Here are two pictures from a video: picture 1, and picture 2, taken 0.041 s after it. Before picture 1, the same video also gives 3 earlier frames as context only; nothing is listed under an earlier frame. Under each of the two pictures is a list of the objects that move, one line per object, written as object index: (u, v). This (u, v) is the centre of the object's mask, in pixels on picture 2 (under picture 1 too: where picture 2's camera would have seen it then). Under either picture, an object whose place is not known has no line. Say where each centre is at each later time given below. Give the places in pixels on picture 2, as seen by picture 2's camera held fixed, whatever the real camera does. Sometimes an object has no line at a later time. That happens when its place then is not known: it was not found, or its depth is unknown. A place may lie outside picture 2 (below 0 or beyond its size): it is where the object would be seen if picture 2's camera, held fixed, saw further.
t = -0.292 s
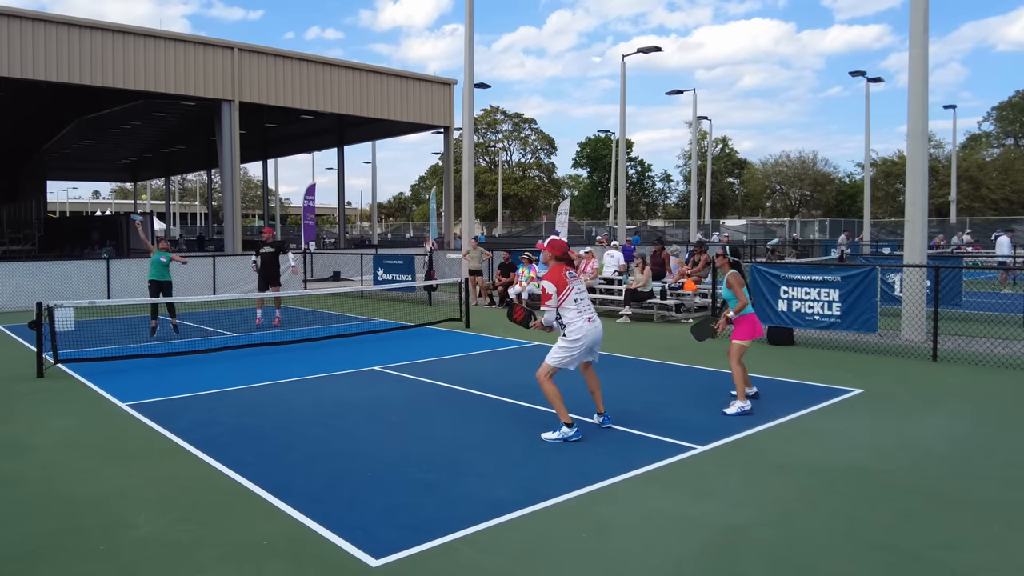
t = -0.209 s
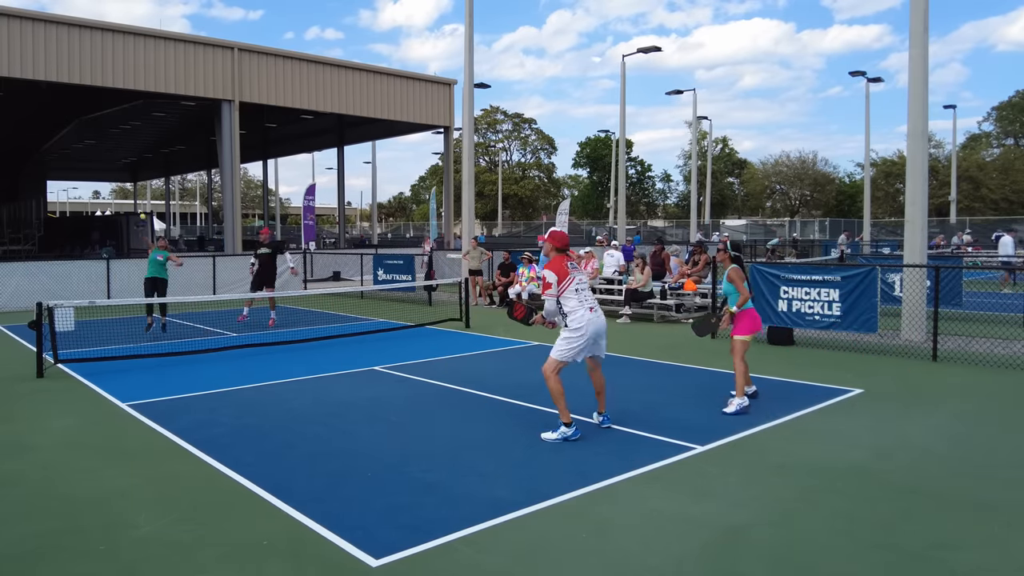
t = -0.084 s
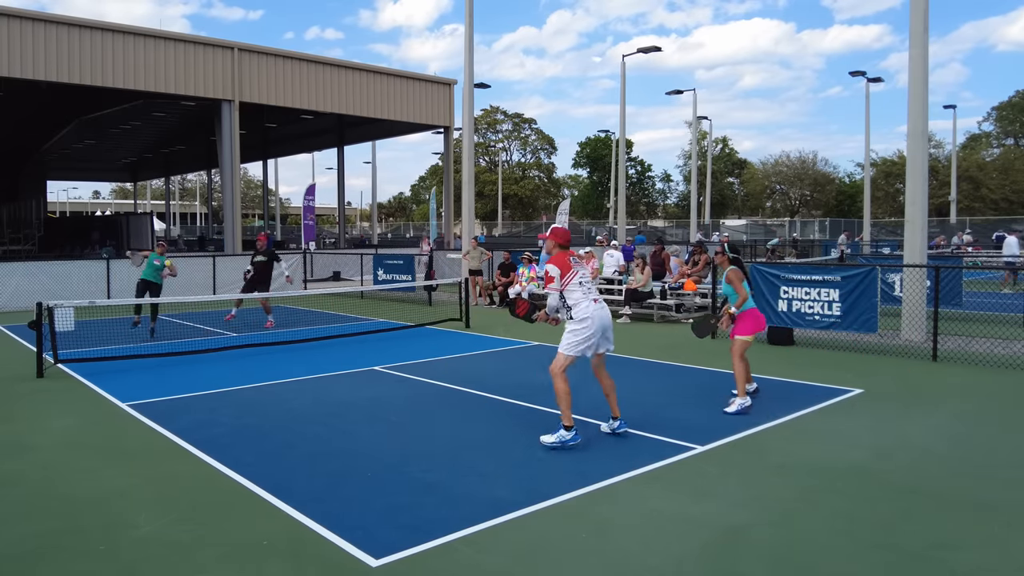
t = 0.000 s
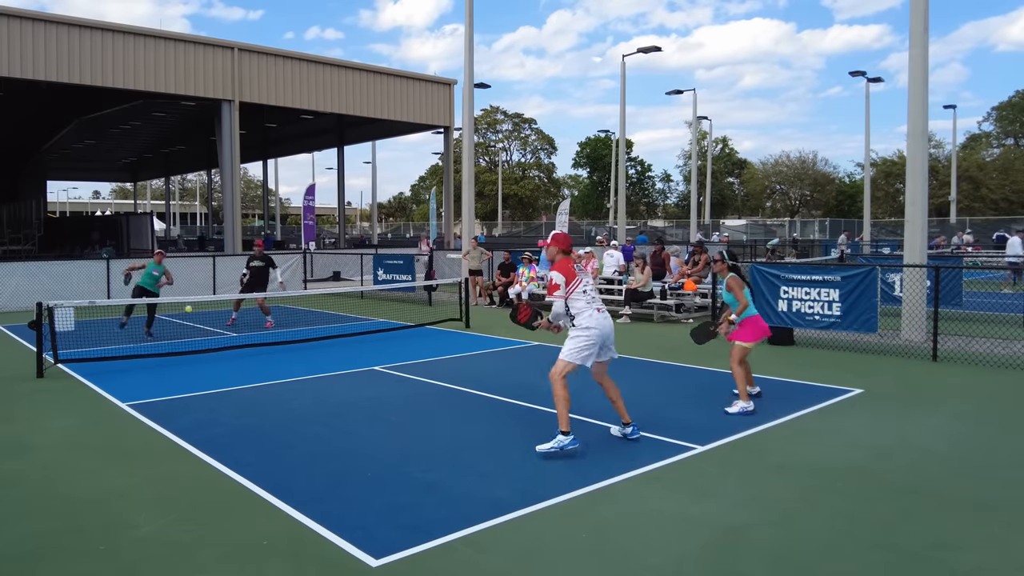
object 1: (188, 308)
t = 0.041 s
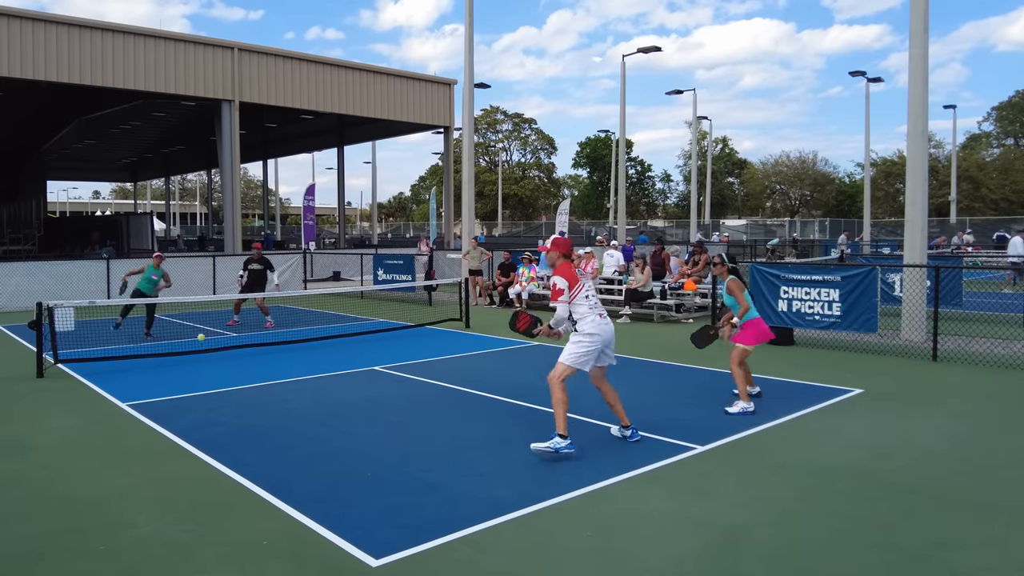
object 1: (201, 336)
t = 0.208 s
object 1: (247, 365)
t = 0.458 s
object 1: (316, 321)
